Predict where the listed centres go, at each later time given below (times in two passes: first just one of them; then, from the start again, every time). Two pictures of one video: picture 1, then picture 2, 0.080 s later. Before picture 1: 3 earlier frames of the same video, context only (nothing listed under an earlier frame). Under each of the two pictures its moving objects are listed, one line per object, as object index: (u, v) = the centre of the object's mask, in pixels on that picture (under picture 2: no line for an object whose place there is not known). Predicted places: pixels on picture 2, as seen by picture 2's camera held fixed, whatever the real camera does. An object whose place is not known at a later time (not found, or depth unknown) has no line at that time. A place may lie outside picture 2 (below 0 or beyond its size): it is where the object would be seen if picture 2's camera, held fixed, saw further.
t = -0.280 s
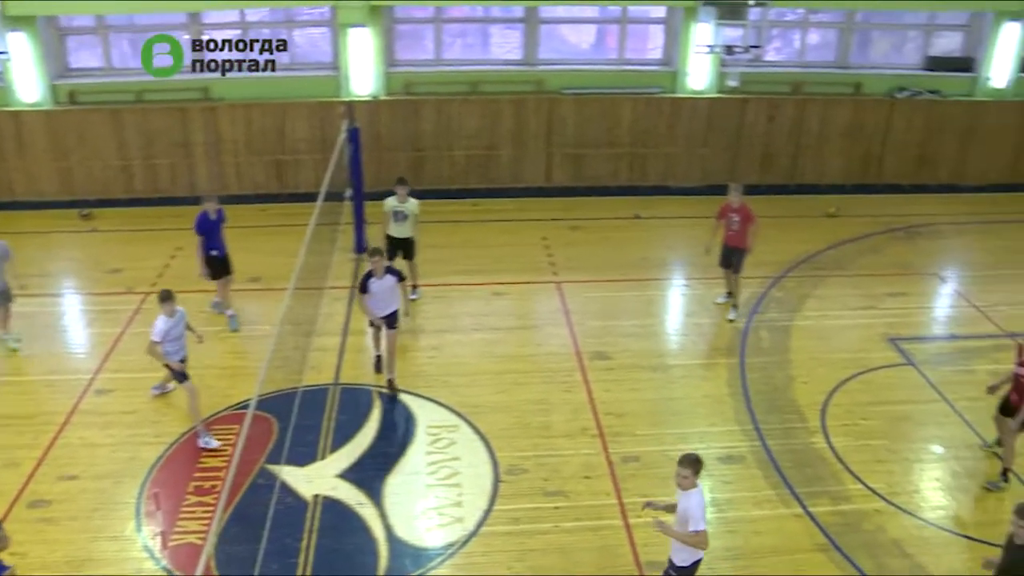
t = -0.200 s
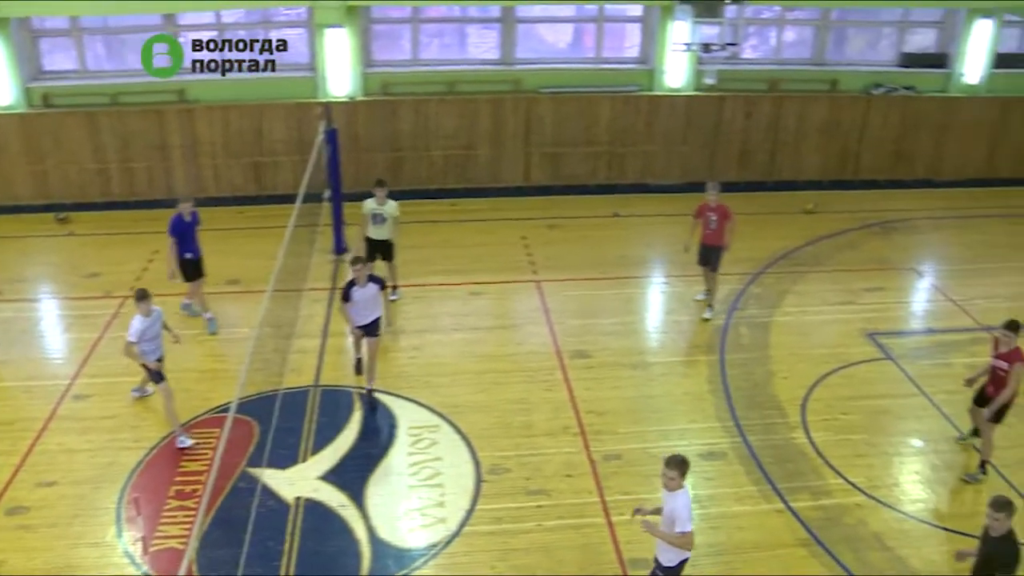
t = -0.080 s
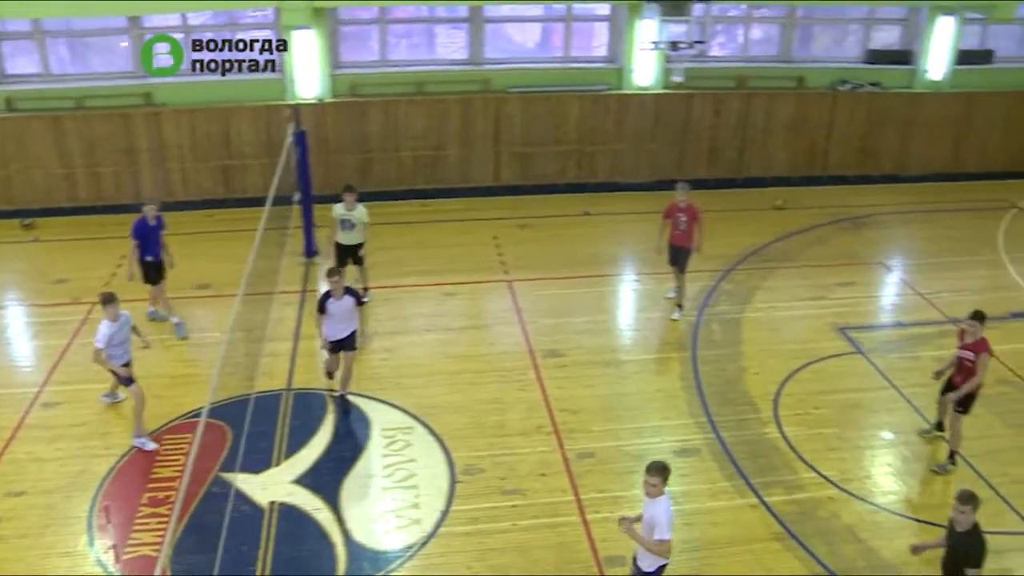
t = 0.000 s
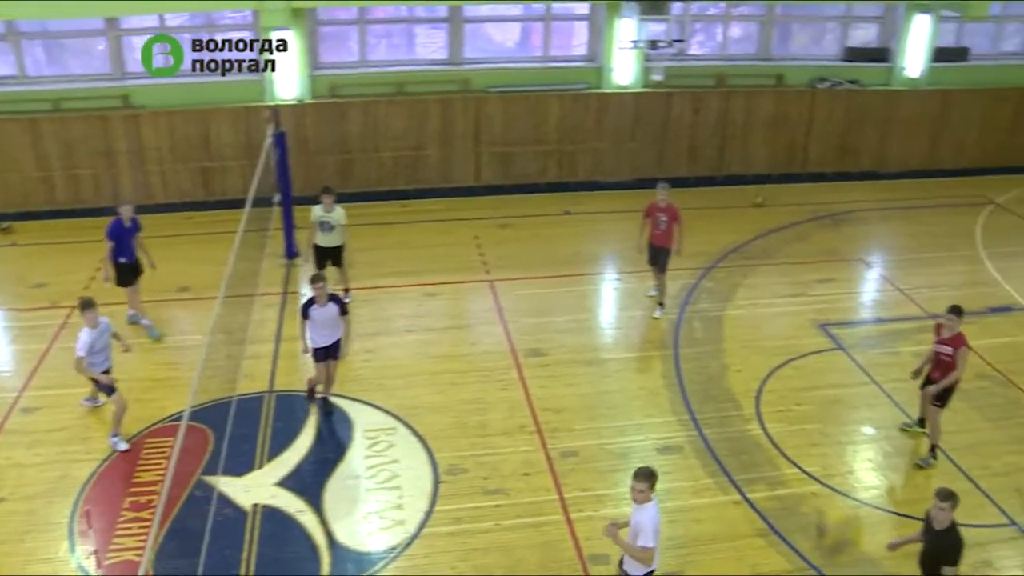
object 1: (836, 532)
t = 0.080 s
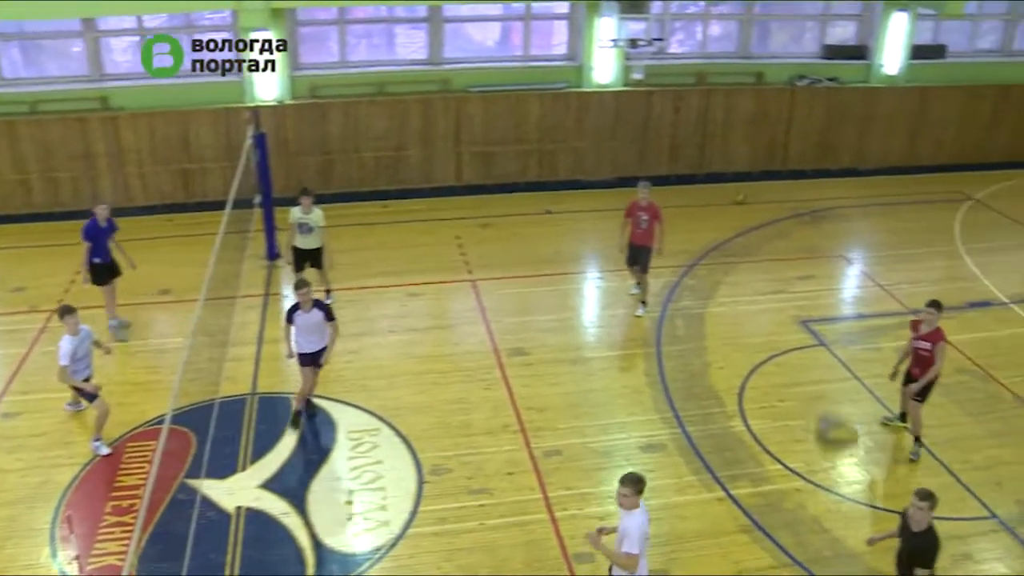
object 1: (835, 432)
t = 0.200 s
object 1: (847, 322)
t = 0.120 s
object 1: (841, 393)
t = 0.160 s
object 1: (845, 356)
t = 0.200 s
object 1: (847, 322)
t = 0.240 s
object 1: (849, 294)
